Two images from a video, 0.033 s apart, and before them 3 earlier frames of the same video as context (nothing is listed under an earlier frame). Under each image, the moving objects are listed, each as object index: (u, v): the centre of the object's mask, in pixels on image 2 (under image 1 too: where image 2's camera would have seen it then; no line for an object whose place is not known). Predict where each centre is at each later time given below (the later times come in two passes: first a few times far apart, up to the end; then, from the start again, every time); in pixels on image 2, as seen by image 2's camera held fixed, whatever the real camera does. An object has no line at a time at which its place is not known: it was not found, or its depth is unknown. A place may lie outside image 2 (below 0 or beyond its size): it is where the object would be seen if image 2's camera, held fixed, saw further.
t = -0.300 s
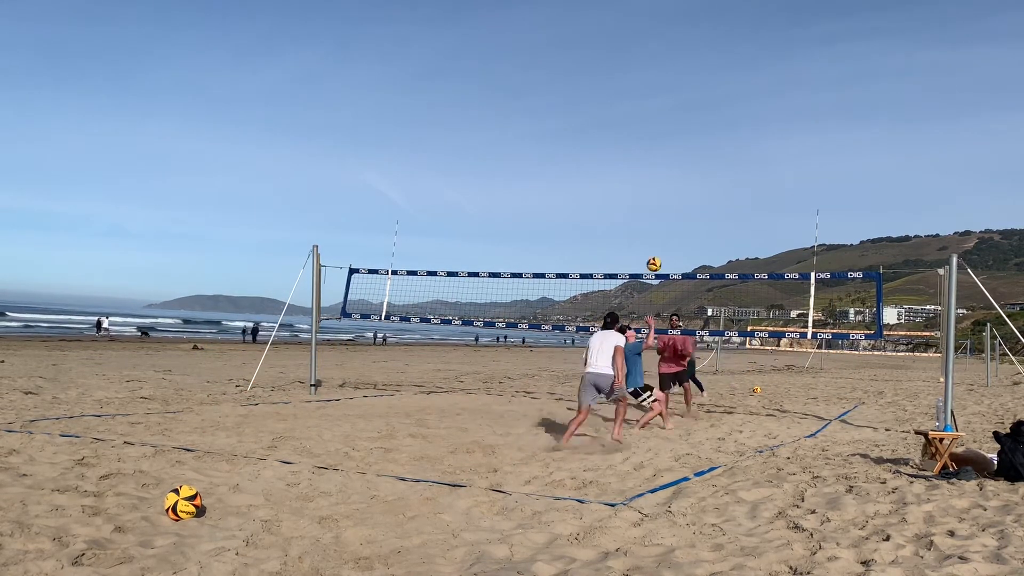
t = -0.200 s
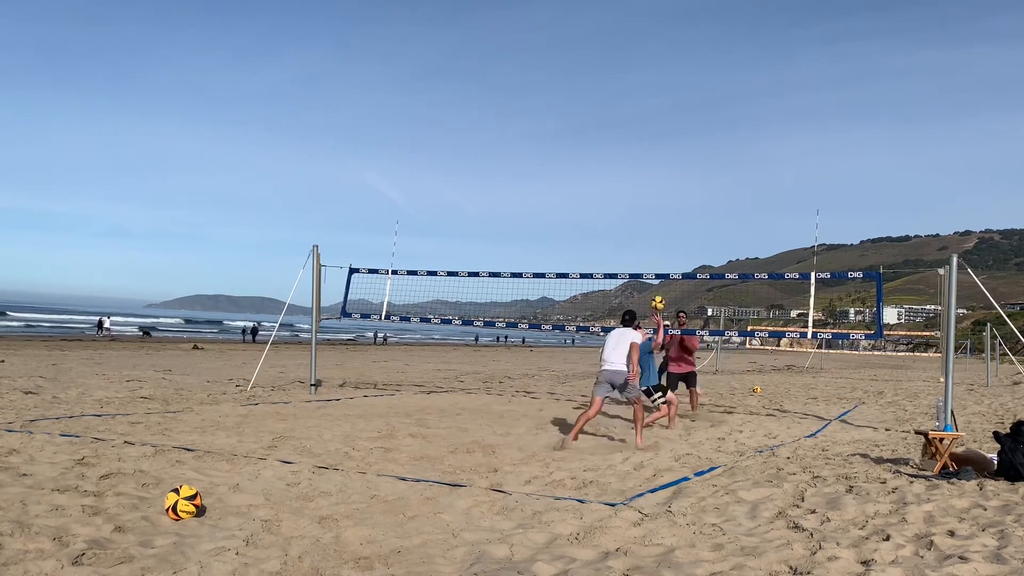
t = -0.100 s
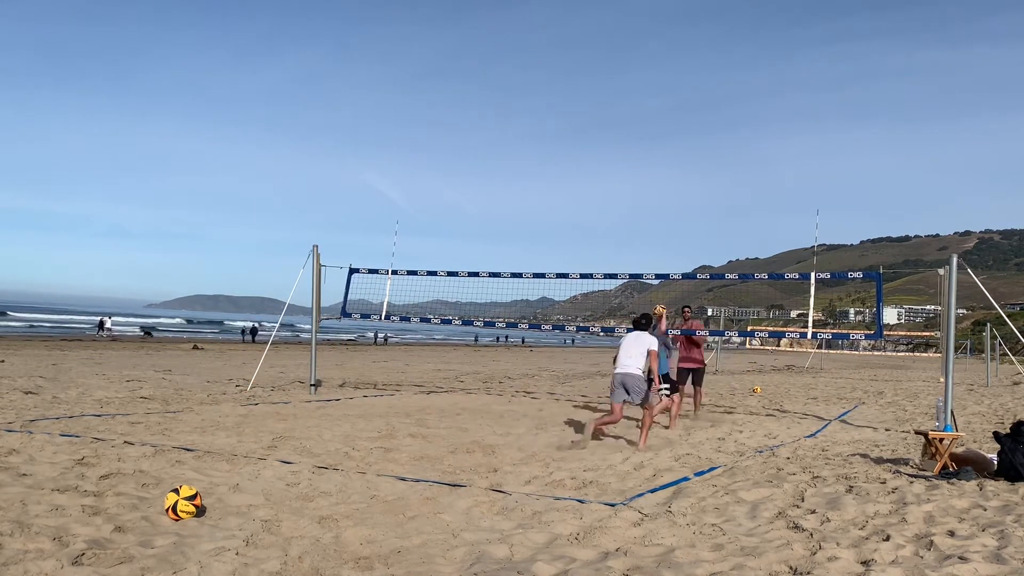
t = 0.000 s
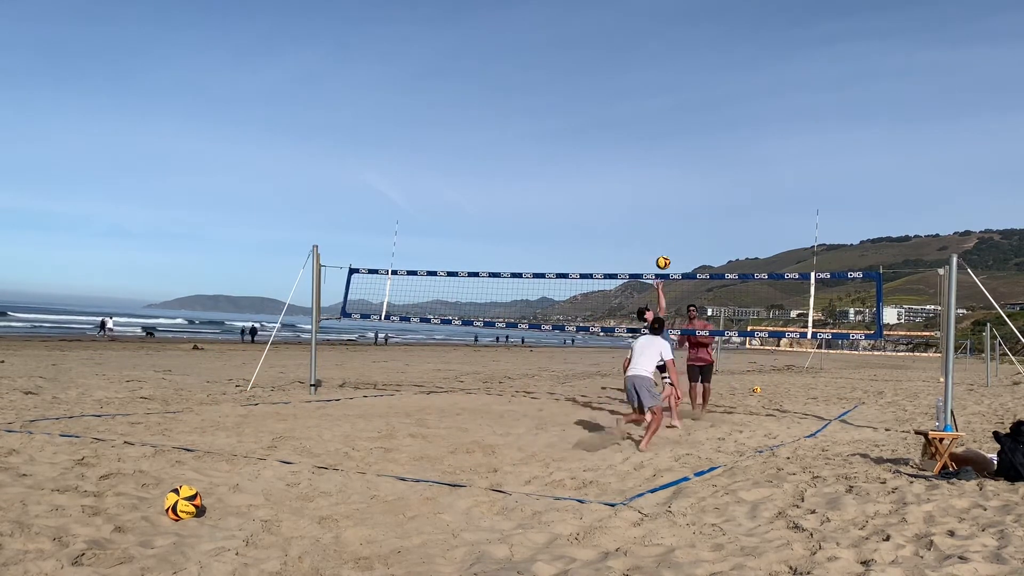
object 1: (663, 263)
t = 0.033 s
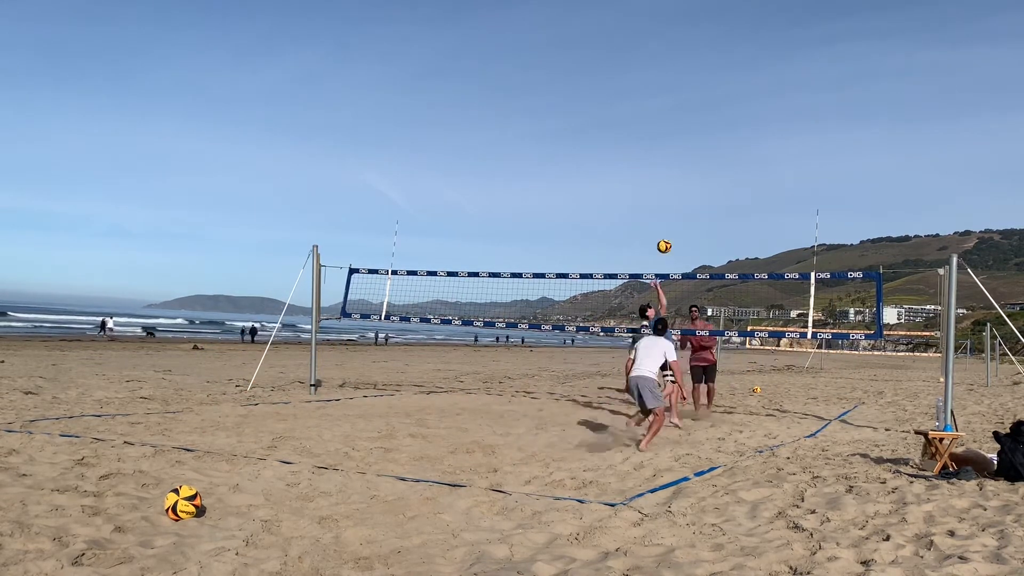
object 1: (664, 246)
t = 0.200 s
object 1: (670, 177)
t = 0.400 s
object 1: (675, 119)
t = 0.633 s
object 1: (679, 86)
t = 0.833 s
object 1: (680, 86)
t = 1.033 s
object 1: (681, 111)
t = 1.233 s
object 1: (679, 162)
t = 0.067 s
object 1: (665, 231)
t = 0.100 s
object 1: (666, 216)
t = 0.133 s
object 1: (667, 202)
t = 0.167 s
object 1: (668, 189)
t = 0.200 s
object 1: (670, 177)
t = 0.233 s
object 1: (670, 166)
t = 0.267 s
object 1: (671, 155)
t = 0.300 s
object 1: (672, 145)
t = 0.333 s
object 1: (673, 135)
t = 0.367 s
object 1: (674, 127)
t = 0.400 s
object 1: (675, 119)
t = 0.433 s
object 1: (675, 112)
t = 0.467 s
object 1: (676, 106)
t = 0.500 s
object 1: (677, 101)
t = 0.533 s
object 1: (677, 96)
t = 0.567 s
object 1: (677, 92)
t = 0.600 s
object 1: (678, 89)
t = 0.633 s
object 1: (679, 86)
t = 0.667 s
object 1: (679, 84)
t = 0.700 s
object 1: (679, 83)
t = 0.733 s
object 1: (680, 83)
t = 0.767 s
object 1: (680, 83)
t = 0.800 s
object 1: (680, 84)
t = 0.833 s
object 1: (680, 86)
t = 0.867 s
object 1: (680, 88)
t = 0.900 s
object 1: (681, 91)
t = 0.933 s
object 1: (681, 95)
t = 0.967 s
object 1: (681, 99)
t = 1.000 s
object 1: (681, 105)
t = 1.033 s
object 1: (681, 111)
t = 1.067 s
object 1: (681, 118)
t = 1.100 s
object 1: (681, 125)
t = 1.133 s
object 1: (681, 134)
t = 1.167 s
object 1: (680, 142)
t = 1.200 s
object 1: (680, 152)
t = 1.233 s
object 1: (679, 162)
